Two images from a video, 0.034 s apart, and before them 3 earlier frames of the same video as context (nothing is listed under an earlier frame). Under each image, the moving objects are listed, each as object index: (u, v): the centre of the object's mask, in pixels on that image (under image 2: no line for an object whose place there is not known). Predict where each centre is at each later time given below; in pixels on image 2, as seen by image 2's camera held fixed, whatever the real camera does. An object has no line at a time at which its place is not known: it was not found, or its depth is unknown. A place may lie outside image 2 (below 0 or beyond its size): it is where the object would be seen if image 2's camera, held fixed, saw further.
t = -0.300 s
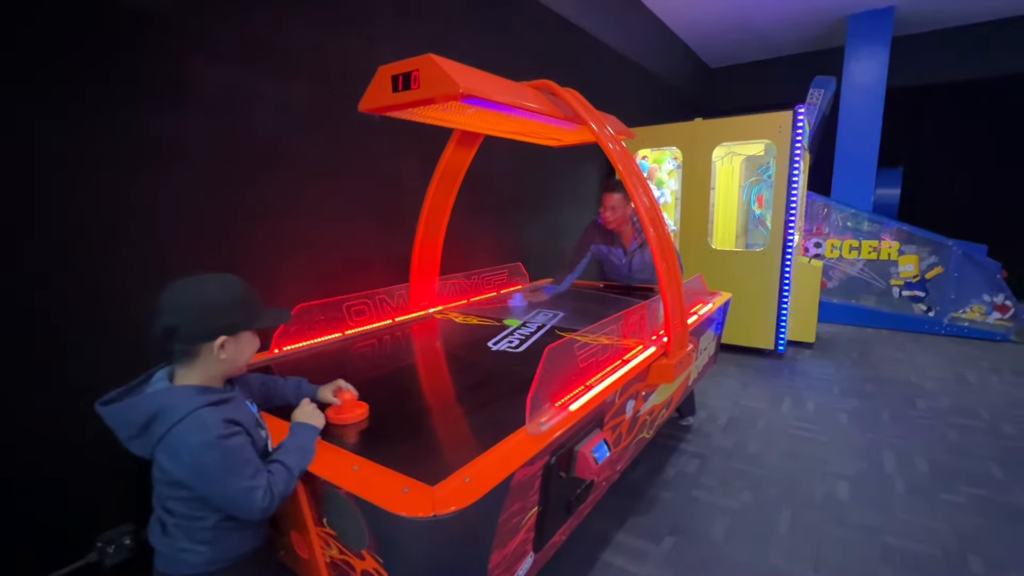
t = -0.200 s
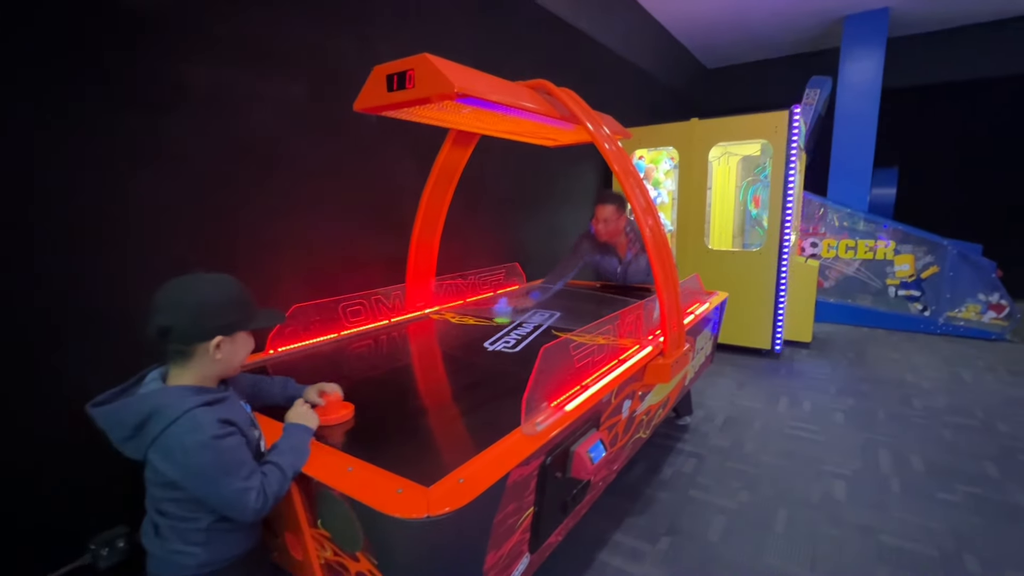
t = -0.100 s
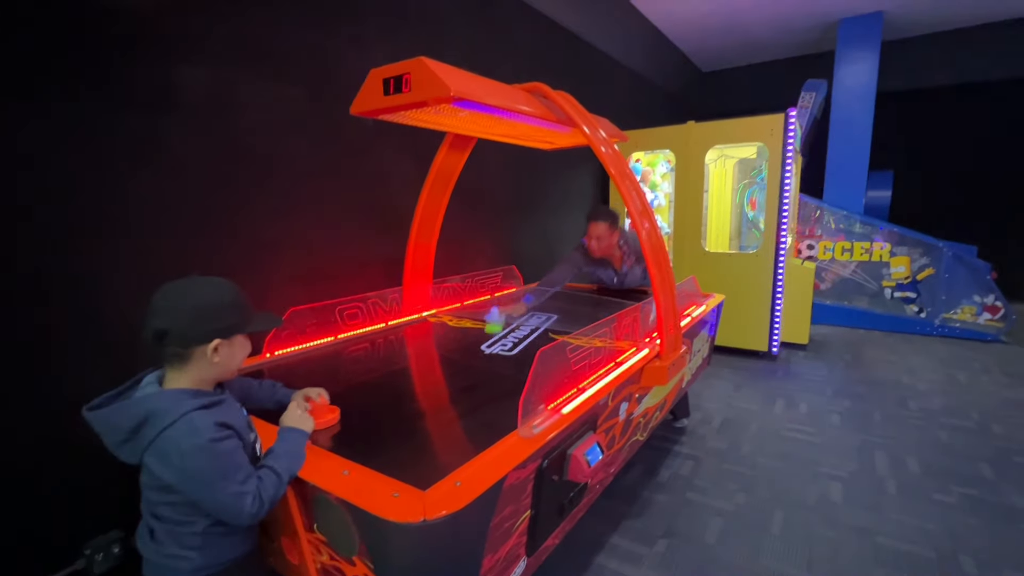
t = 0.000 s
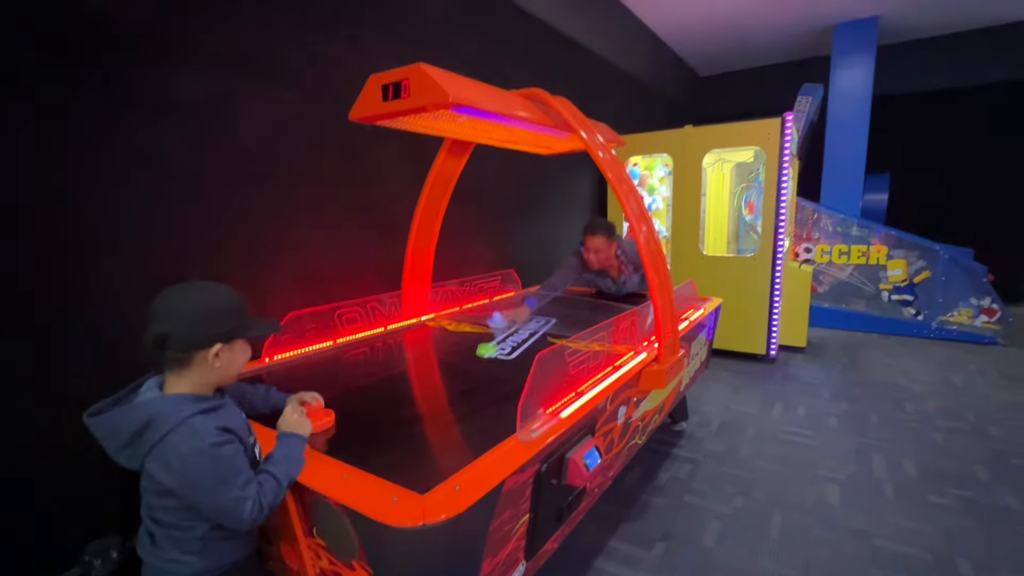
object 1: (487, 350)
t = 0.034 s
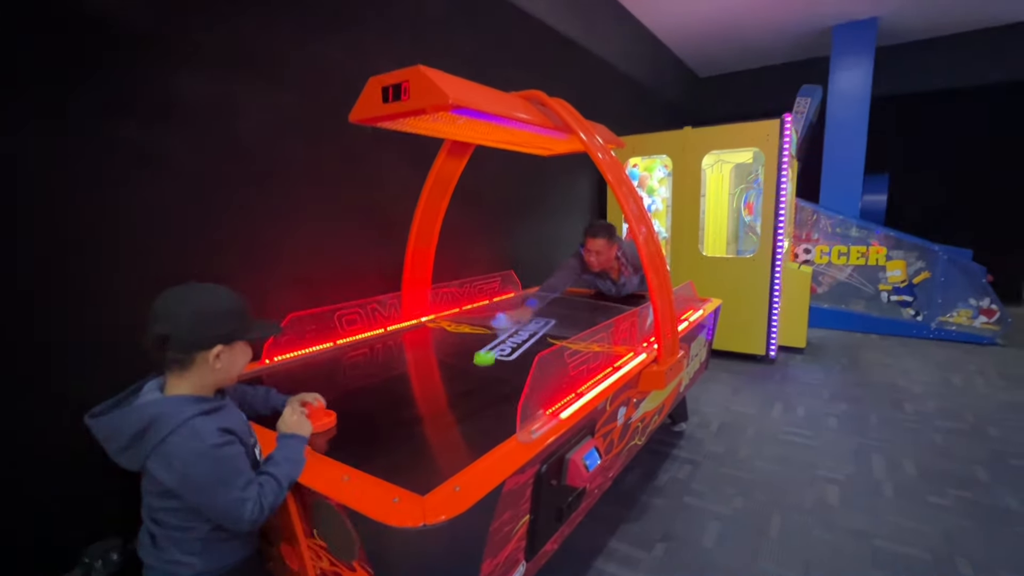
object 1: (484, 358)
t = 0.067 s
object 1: (482, 366)
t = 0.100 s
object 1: (479, 374)
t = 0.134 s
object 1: (476, 383)
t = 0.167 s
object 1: (472, 394)
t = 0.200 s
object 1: (468, 406)
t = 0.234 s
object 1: (464, 419)
